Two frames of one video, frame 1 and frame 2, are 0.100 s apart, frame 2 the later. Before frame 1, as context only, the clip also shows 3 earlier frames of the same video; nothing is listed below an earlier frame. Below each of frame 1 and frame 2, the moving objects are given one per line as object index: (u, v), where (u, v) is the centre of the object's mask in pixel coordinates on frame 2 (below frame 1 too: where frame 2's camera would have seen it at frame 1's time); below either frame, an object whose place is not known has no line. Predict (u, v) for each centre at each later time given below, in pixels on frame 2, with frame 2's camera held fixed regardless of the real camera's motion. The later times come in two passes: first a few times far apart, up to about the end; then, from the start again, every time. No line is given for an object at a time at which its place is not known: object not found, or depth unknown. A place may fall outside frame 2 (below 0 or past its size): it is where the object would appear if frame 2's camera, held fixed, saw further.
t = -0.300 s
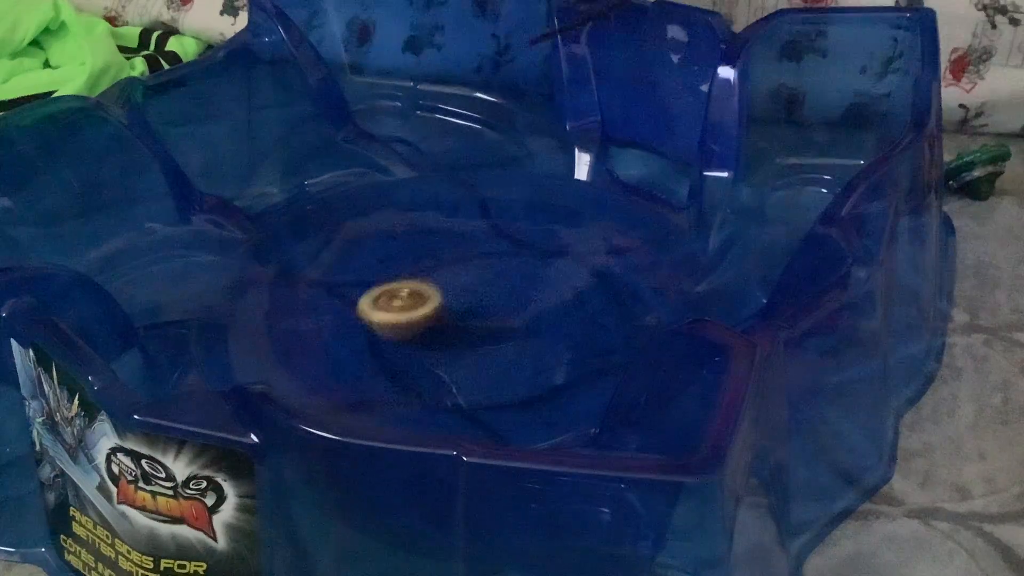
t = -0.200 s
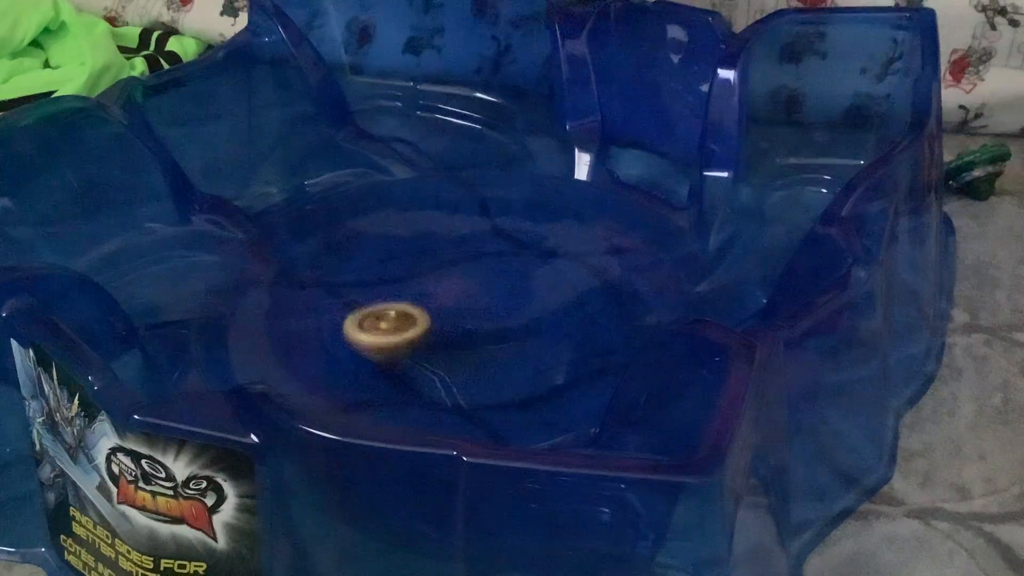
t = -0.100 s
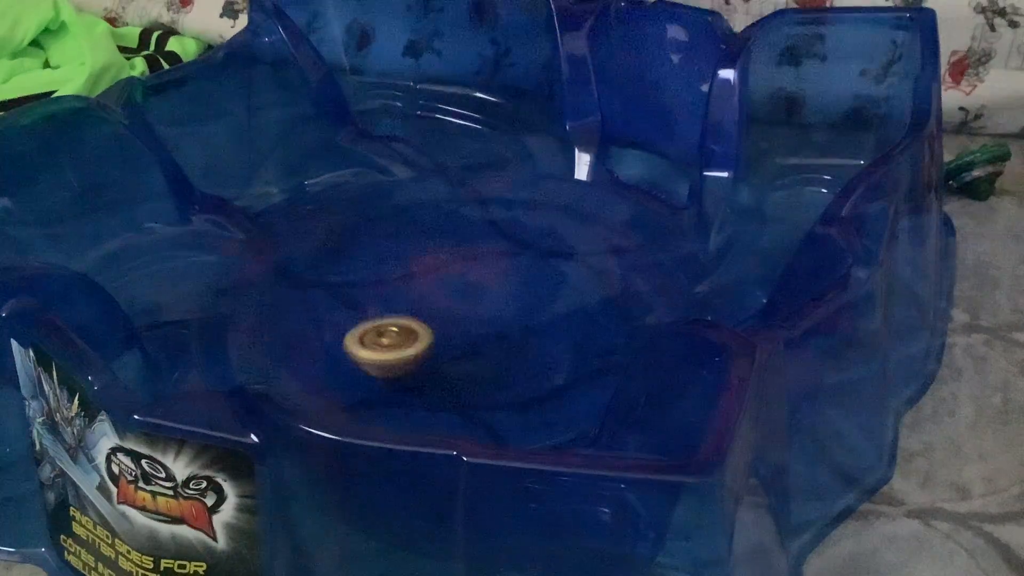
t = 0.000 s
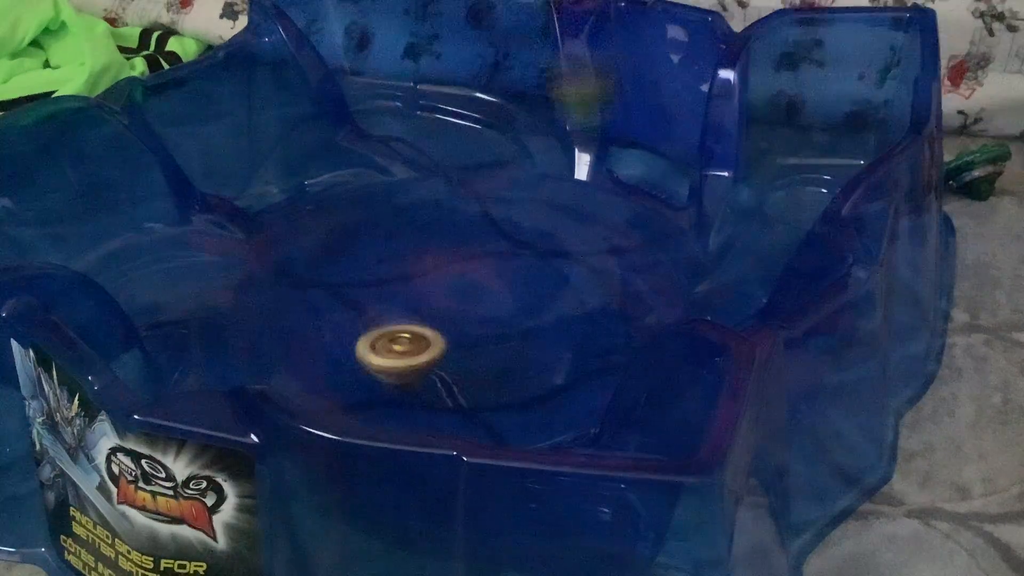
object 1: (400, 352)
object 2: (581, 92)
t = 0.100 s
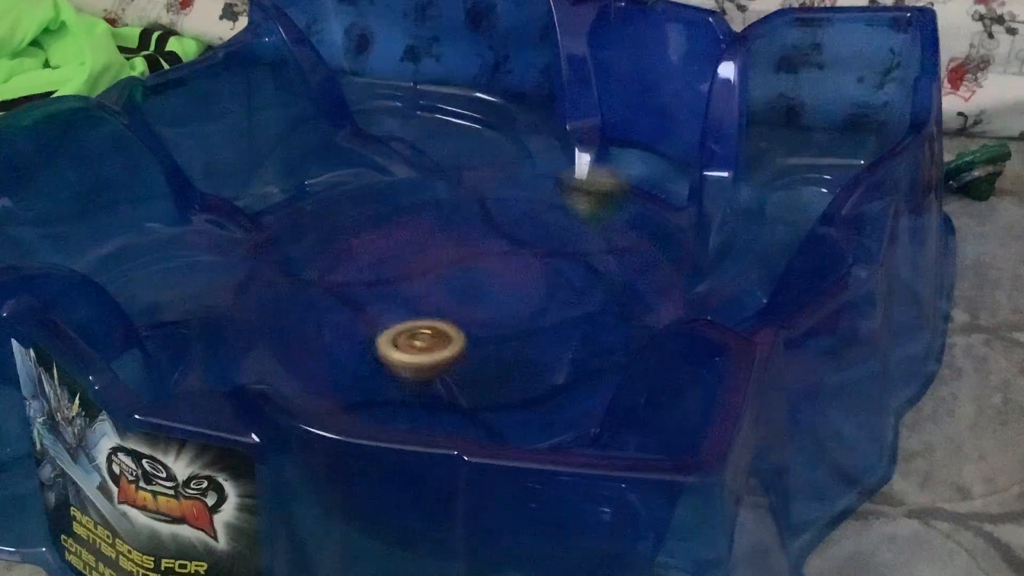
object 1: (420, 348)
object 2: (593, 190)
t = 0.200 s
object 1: (445, 337)
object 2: (557, 179)
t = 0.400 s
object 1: (442, 316)
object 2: (485, 255)
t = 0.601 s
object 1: (416, 312)
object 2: (454, 218)
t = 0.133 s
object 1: (428, 345)
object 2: (581, 171)
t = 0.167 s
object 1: (436, 342)
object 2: (570, 169)
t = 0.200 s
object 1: (445, 337)
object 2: (557, 179)
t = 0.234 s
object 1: (455, 331)
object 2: (548, 209)
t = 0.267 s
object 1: (464, 325)
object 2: (537, 250)
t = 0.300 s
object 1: (472, 314)
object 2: (499, 246)
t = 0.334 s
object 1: (468, 313)
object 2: (487, 242)
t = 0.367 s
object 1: (458, 313)
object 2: (481, 247)
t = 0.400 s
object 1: (442, 316)
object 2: (485, 255)
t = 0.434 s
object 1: (429, 318)
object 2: (483, 244)
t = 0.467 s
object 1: (422, 317)
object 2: (480, 236)
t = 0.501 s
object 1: (419, 316)
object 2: (477, 232)
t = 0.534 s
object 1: (418, 315)
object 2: (470, 225)
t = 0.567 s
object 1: (417, 313)
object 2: (462, 219)
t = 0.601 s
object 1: (416, 312)
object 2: (454, 218)
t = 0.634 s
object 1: (416, 310)
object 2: (445, 217)
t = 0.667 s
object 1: (416, 307)
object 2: (433, 217)
